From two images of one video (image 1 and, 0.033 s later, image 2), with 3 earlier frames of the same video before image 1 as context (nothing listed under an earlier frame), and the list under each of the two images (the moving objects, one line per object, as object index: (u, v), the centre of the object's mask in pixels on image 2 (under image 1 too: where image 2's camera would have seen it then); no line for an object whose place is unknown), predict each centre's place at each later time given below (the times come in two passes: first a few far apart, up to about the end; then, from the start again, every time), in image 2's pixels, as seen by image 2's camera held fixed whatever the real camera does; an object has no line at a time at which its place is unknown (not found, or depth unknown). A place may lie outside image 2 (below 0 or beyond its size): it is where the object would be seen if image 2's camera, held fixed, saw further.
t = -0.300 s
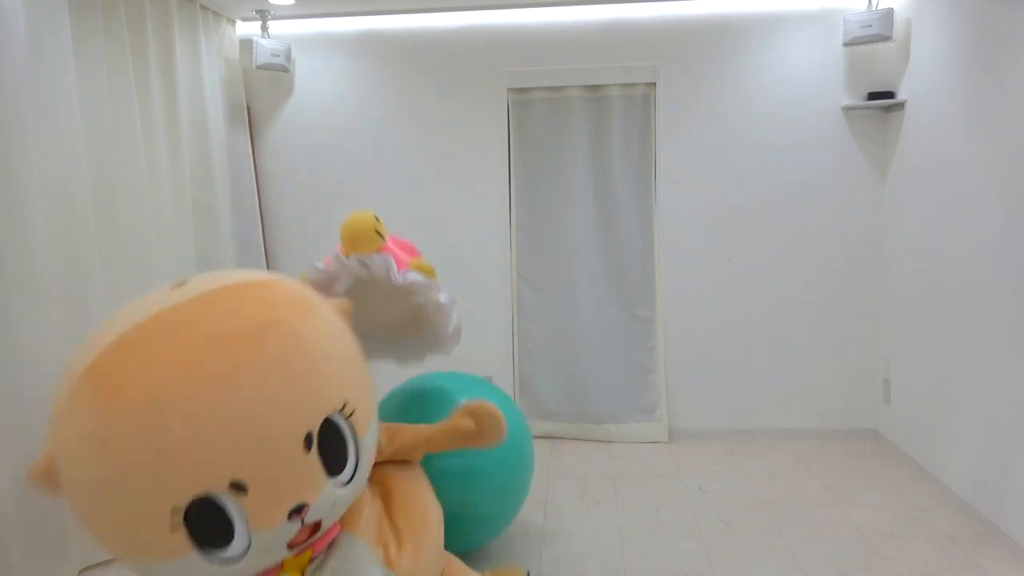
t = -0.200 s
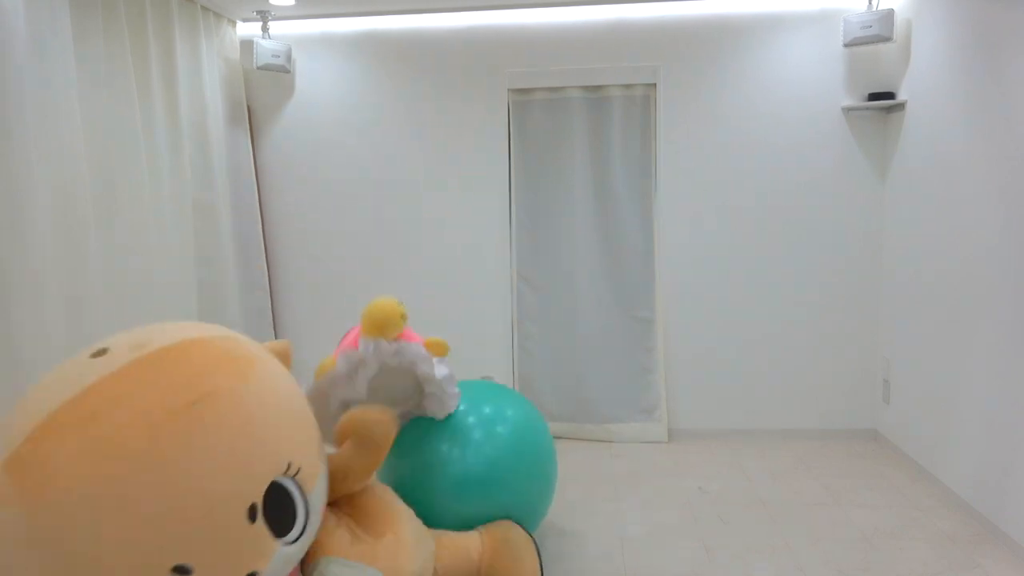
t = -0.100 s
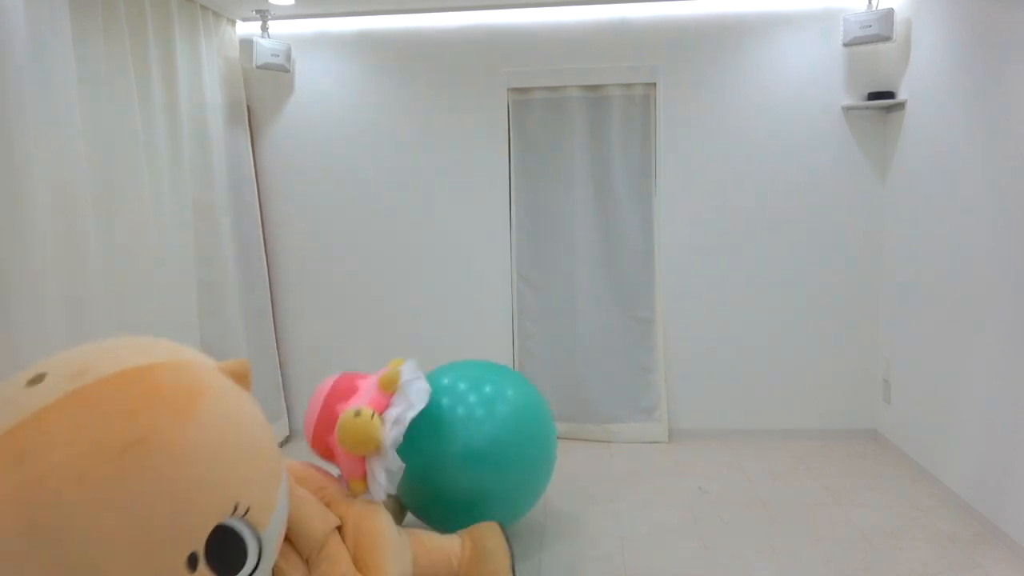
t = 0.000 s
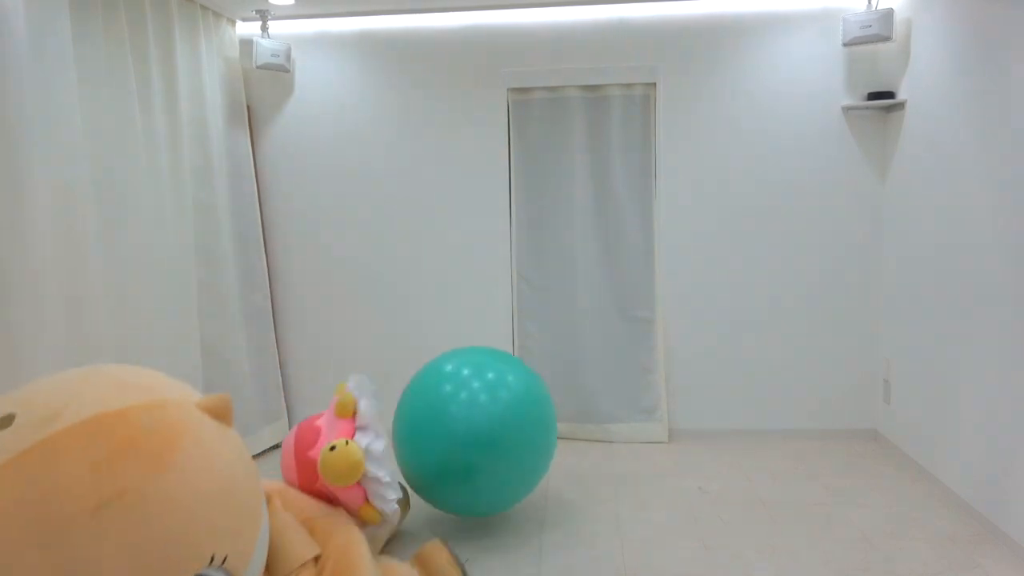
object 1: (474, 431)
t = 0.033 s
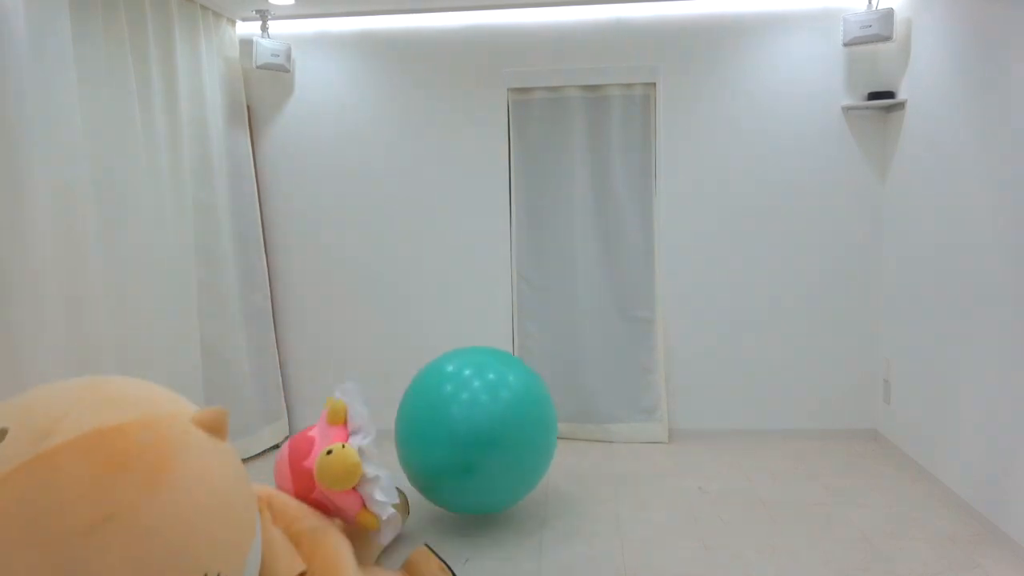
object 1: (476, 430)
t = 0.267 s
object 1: (481, 410)
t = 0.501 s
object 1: (484, 396)
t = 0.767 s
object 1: (477, 407)
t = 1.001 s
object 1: (468, 412)
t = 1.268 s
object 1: (452, 427)
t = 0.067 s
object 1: (477, 431)
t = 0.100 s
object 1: (478, 434)
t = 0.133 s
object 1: (479, 435)
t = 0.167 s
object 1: (480, 428)
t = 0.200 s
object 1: (480, 420)
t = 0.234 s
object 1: (480, 414)
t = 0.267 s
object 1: (481, 410)
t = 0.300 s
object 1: (482, 408)
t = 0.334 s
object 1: (483, 407)
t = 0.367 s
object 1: (483, 409)
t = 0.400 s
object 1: (484, 411)
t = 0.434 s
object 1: (484, 408)
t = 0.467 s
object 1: (484, 401)
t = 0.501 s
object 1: (484, 396)
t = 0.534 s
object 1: (484, 392)
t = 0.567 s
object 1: (484, 388)
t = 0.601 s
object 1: (483, 387)
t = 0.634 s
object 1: (482, 387)
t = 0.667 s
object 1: (481, 389)
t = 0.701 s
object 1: (480, 393)
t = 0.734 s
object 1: (478, 399)
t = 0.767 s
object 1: (477, 407)
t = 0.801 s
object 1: (476, 415)
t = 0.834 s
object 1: (475, 414)
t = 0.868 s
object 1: (474, 410)
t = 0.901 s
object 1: (472, 408)
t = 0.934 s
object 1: (471, 407)
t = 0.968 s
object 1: (469, 409)
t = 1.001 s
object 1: (468, 412)
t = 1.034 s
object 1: (467, 418)
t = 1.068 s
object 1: (465, 425)
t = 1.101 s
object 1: (463, 429)
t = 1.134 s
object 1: (461, 426)
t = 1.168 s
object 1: (459, 423)
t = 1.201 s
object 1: (456, 423)
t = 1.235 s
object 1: (454, 424)
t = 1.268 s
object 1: (452, 427)
